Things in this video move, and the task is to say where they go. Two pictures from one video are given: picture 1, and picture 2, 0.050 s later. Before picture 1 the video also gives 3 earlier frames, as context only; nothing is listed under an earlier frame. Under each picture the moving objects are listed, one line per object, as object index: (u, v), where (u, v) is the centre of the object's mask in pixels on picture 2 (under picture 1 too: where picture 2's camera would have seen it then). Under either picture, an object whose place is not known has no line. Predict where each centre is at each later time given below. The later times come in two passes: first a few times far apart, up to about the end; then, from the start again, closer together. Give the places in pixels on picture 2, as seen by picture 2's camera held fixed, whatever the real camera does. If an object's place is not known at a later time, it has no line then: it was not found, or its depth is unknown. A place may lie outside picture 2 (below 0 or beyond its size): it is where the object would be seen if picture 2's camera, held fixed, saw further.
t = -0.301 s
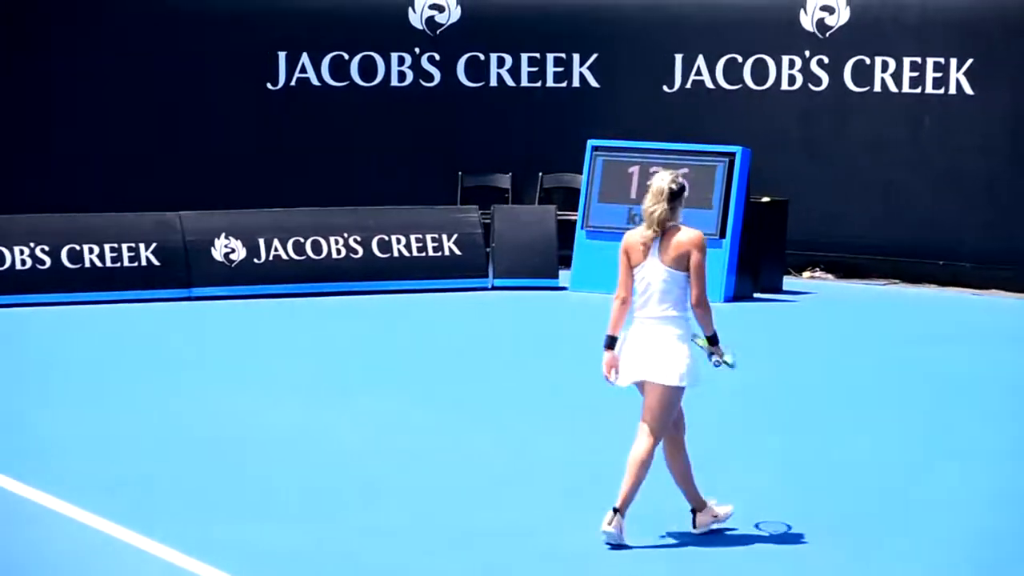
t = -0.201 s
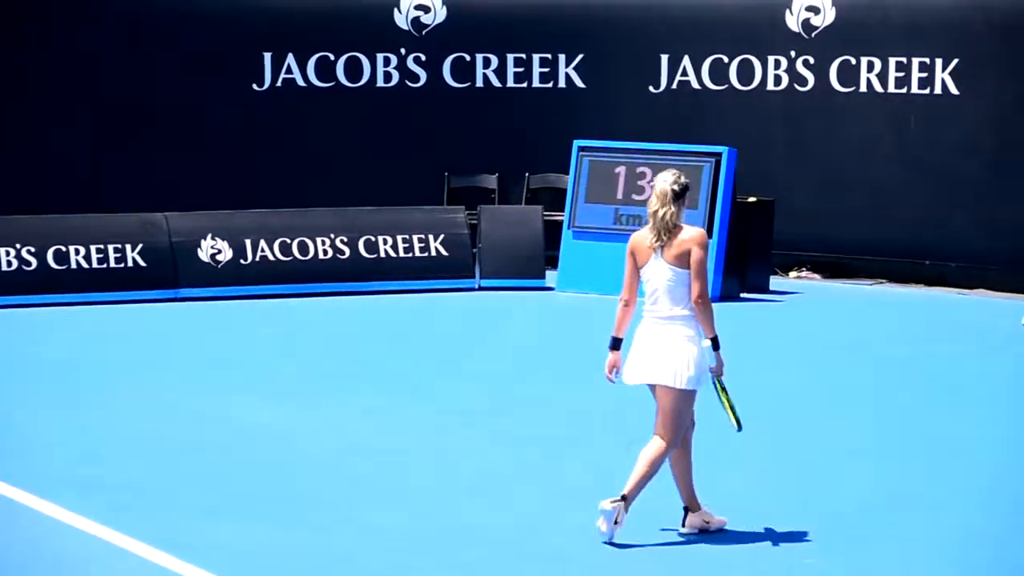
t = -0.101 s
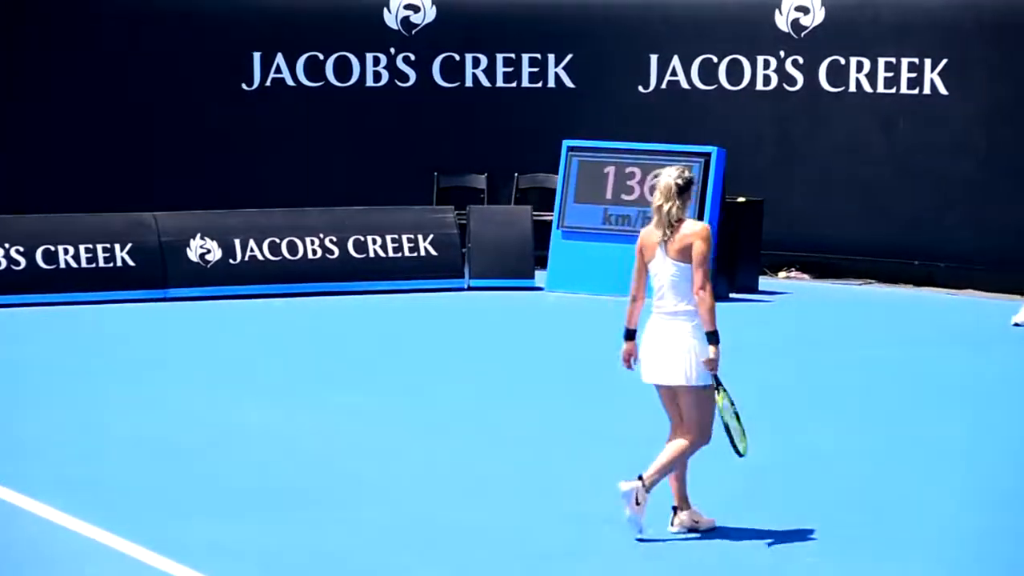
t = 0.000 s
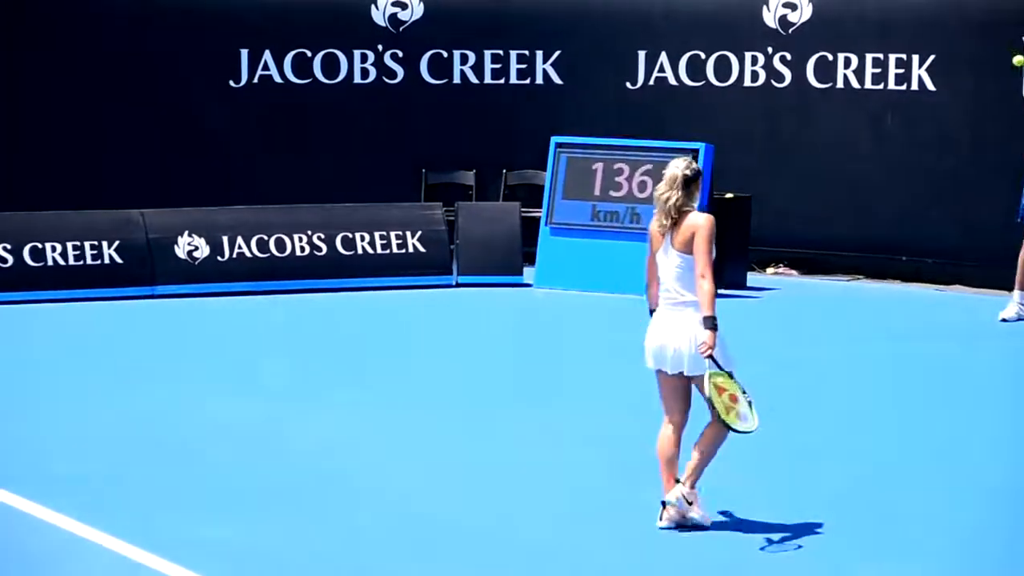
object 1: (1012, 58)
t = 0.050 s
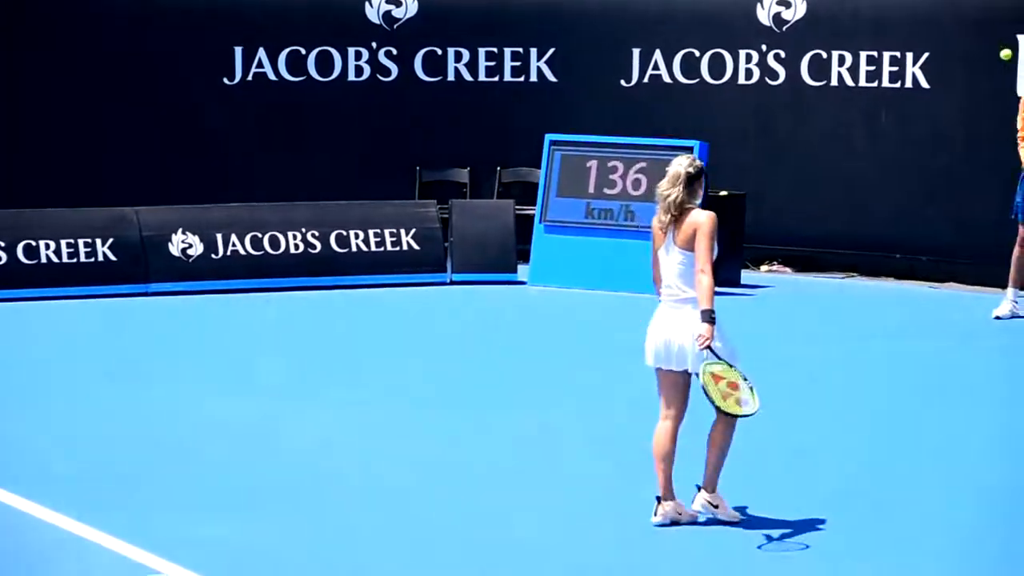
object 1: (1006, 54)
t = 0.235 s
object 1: (979, 72)
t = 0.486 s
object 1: (939, 189)
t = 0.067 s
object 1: (1003, 54)
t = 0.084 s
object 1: (1001, 54)
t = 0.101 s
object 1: (999, 54)
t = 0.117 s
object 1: (996, 55)
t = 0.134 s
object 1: (994, 56)
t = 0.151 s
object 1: (992, 57)
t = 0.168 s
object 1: (989, 59)
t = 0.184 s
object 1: (987, 62)
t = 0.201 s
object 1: (984, 65)
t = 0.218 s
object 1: (982, 68)
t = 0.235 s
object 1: (979, 72)
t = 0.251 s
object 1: (977, 76)
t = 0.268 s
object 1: (974, 81)
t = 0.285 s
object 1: (972, 86)
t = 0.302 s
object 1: (969, 92)
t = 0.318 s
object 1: (967, 98)
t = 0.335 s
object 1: (964, 105)
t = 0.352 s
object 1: (961, 112)
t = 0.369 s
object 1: (959, 120)
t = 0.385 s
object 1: (956, 128)
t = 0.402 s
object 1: (953, 137)
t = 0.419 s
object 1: (951, 146)
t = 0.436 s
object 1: (948, 156)
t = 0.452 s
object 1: (945, 166)
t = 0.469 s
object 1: (942, 177)
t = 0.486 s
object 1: (939, 189)
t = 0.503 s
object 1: (936, 201)
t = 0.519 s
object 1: (934, 214)
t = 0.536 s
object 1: (931, 227)
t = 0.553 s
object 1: (928, 241)
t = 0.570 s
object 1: (925, 255)
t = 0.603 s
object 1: (920, 286)
